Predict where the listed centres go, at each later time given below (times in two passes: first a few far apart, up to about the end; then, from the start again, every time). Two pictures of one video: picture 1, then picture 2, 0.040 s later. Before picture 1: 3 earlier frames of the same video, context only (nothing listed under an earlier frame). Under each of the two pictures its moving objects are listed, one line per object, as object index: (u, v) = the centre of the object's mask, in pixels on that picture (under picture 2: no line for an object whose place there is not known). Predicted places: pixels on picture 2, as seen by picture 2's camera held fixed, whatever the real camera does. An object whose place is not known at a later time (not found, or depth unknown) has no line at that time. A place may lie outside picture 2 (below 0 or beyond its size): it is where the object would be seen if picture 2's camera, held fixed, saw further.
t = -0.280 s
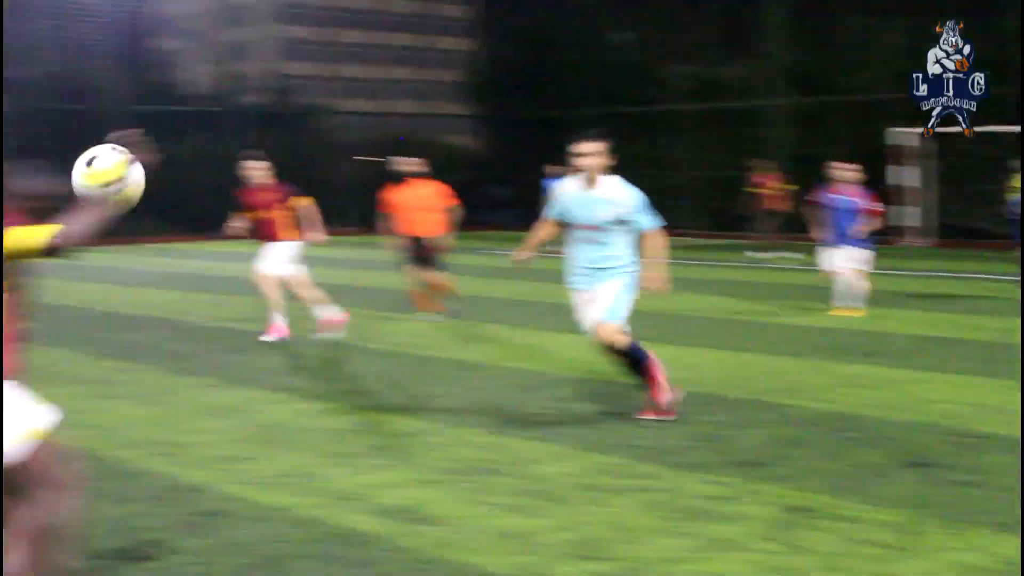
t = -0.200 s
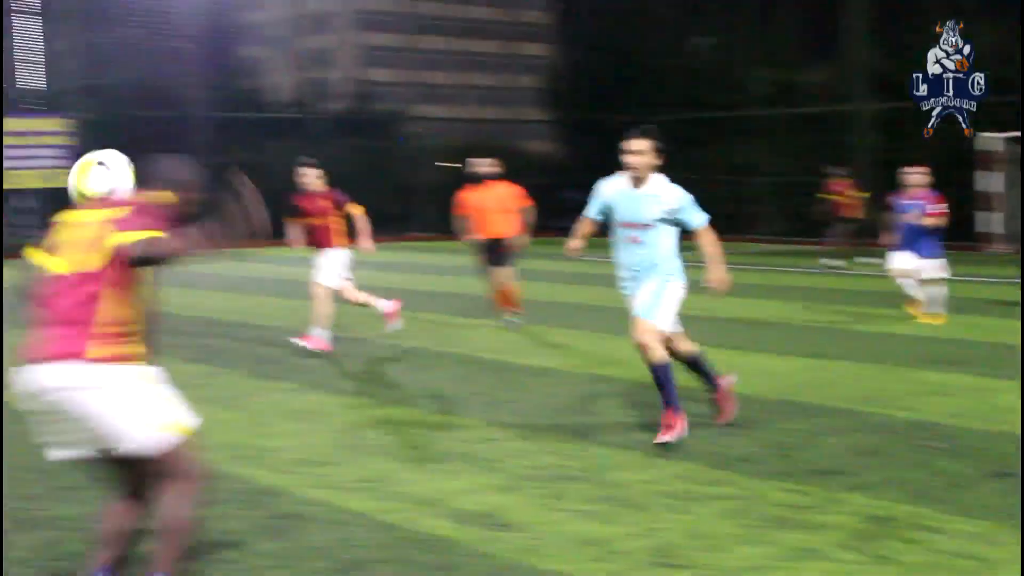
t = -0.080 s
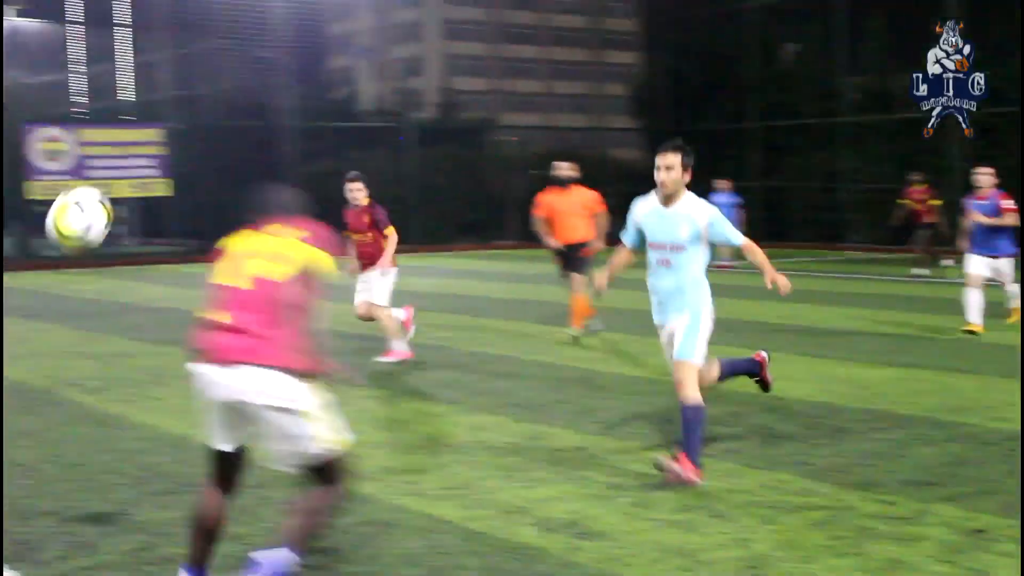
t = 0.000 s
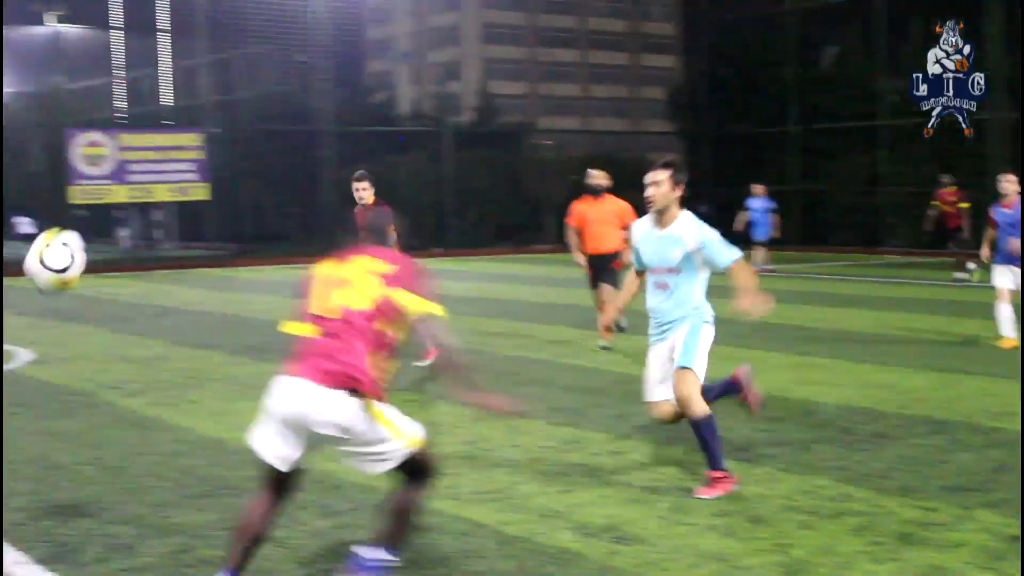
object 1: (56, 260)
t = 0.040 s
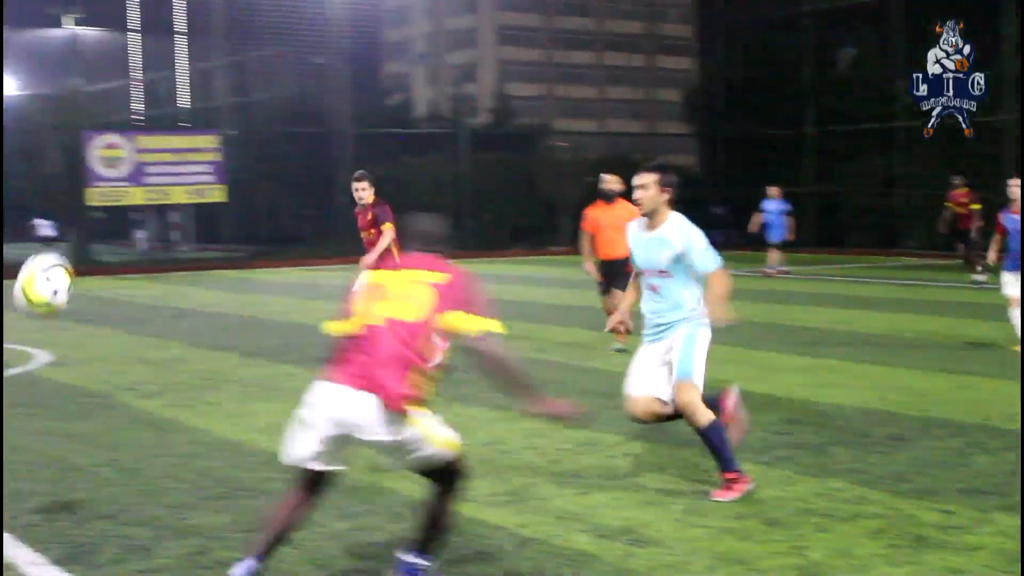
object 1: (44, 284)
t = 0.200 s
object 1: (-53, 400)
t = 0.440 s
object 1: (-186, 379)
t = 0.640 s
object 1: (-300, 304)
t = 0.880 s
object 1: (-414, 317)
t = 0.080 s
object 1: (17, 309)
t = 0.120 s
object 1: (-8, 337)
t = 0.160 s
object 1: (-32, 368)
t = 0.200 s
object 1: (-53, 400)
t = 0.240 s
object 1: (-73, 435)
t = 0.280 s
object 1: (-91, 471)
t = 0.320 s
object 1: (-113, 470)
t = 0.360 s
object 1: (-138, 435)
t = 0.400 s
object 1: (-162, 404)
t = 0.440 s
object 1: (-186, 379)
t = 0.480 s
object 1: (-210, 359)
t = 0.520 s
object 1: (-234, 340)
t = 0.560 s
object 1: (-257, 325)
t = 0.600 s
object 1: (-280, 313)
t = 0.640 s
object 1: (-300, 304)
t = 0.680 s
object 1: (-321, 299)
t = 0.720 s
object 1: (-340, 297)
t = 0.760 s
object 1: (-360, 298)
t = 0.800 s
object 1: (-378, 302)
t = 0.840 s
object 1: (-396, 308)
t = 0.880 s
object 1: (-414, 317)
